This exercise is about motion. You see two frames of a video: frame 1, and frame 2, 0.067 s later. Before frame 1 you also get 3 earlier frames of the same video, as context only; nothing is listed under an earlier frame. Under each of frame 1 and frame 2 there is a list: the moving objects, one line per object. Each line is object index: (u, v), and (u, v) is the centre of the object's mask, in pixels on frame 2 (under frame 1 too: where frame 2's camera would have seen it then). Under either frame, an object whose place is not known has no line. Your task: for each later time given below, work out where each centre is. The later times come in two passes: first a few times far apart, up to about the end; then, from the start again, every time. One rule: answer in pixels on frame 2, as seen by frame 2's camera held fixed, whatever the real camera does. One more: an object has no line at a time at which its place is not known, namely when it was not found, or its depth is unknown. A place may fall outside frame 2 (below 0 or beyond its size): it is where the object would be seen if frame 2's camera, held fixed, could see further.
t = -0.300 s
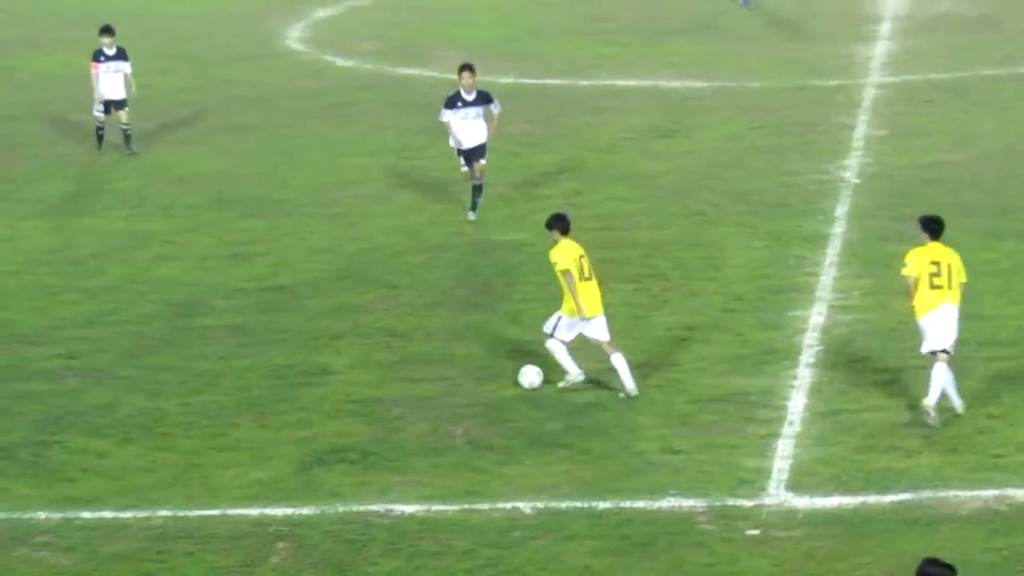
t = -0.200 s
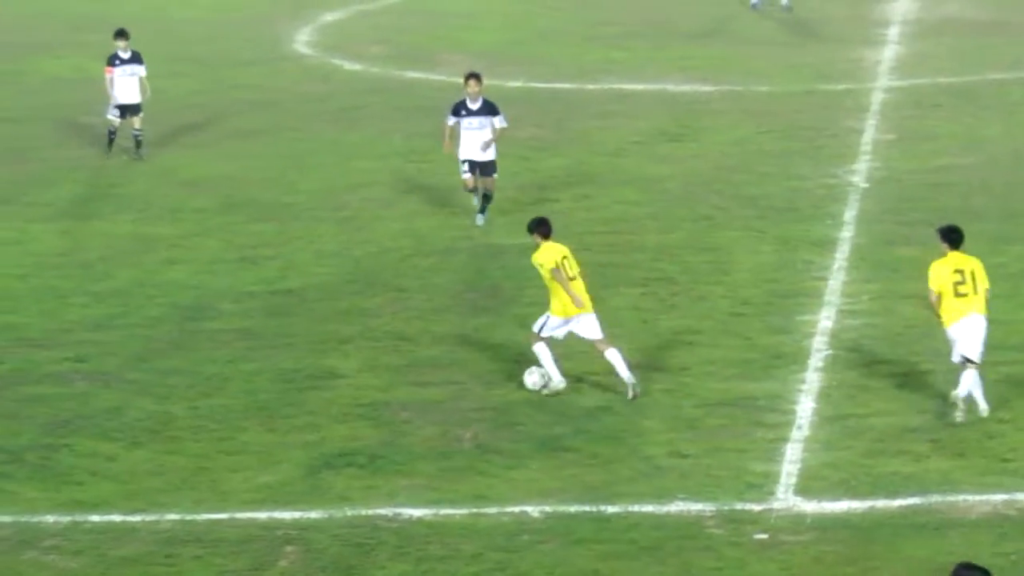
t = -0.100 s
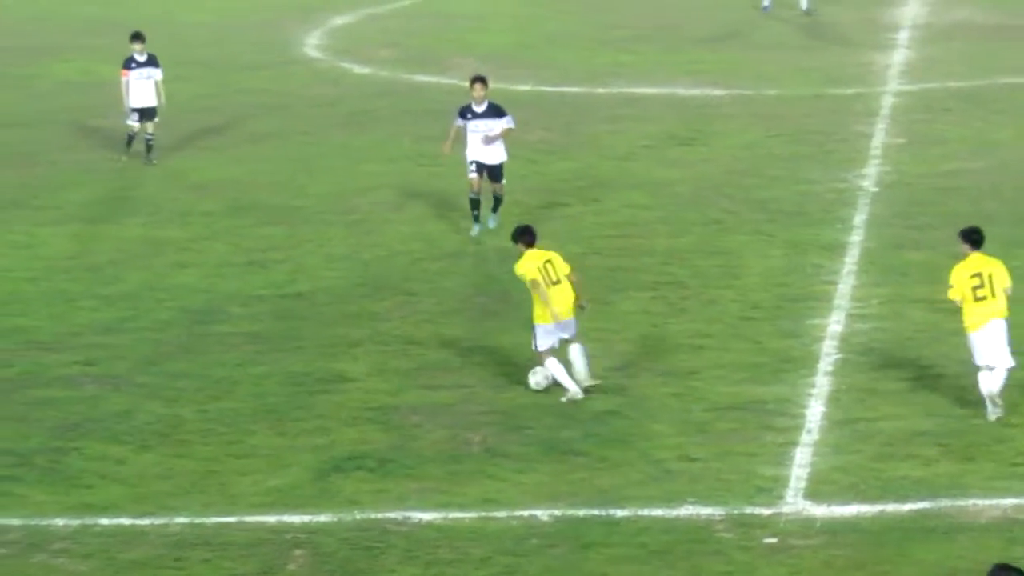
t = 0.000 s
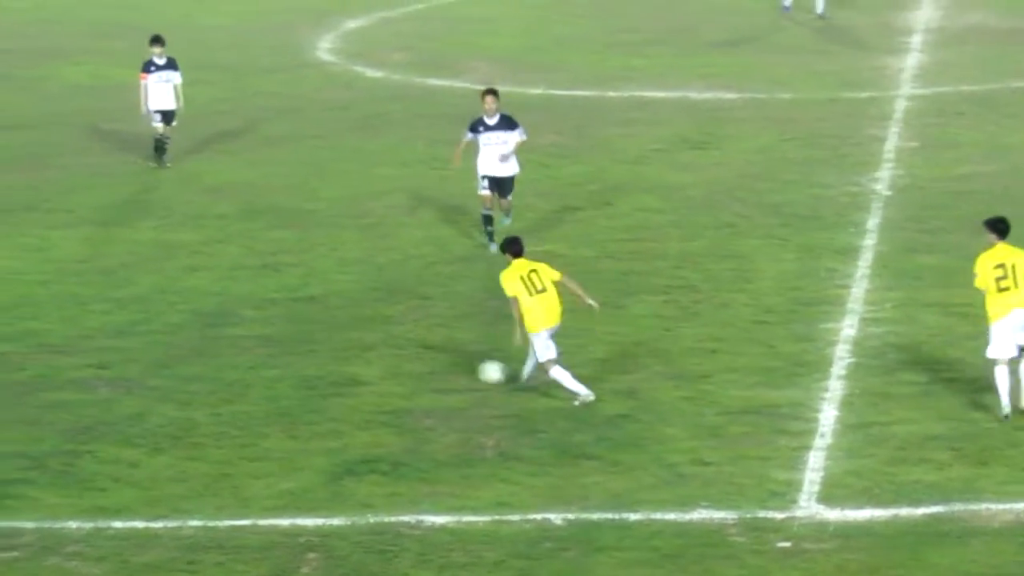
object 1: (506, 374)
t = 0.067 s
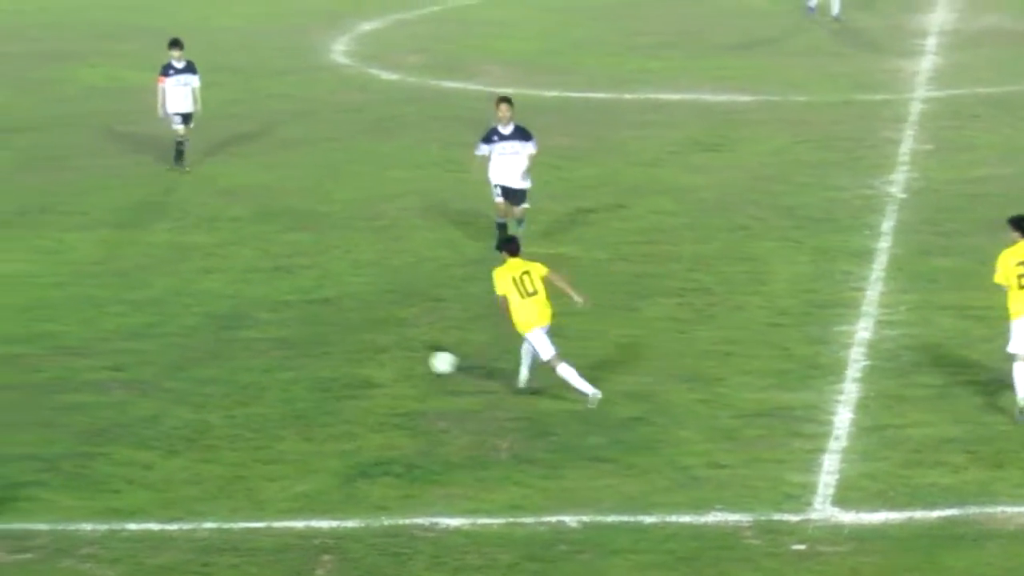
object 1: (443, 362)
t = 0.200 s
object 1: (325, 348)
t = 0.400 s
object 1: (185, 318)
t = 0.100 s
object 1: (413, 358)
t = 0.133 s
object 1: (383, 354)
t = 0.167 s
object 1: (353, 352)
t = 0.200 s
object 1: (325, 348)
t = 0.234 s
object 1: (299, 343)
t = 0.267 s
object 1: (274, 339)
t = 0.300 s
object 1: (248, 336)
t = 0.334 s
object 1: (226, 330)
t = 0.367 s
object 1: (206, 323)
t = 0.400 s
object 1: (185, 318)
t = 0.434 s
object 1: (165, 314)
